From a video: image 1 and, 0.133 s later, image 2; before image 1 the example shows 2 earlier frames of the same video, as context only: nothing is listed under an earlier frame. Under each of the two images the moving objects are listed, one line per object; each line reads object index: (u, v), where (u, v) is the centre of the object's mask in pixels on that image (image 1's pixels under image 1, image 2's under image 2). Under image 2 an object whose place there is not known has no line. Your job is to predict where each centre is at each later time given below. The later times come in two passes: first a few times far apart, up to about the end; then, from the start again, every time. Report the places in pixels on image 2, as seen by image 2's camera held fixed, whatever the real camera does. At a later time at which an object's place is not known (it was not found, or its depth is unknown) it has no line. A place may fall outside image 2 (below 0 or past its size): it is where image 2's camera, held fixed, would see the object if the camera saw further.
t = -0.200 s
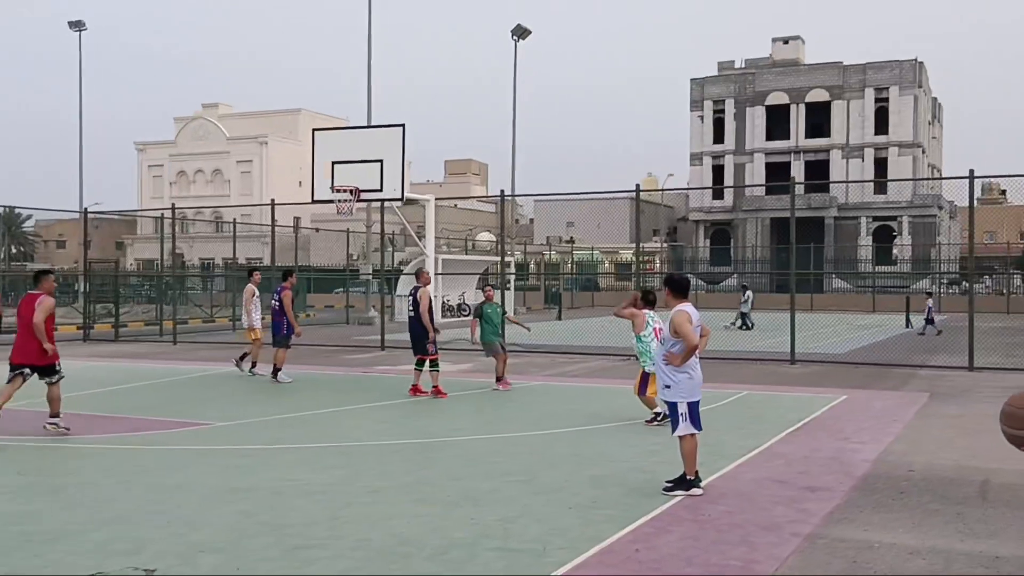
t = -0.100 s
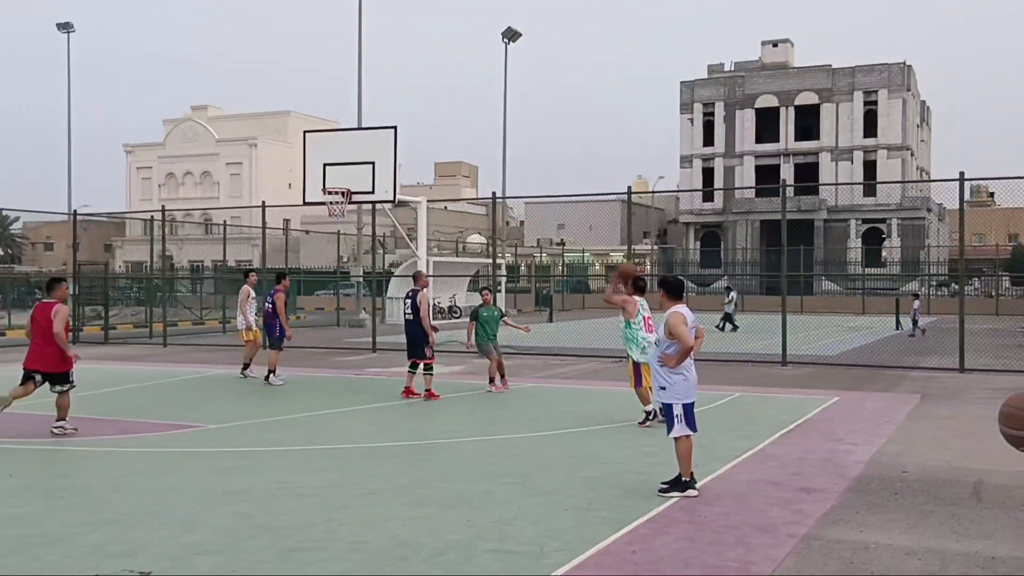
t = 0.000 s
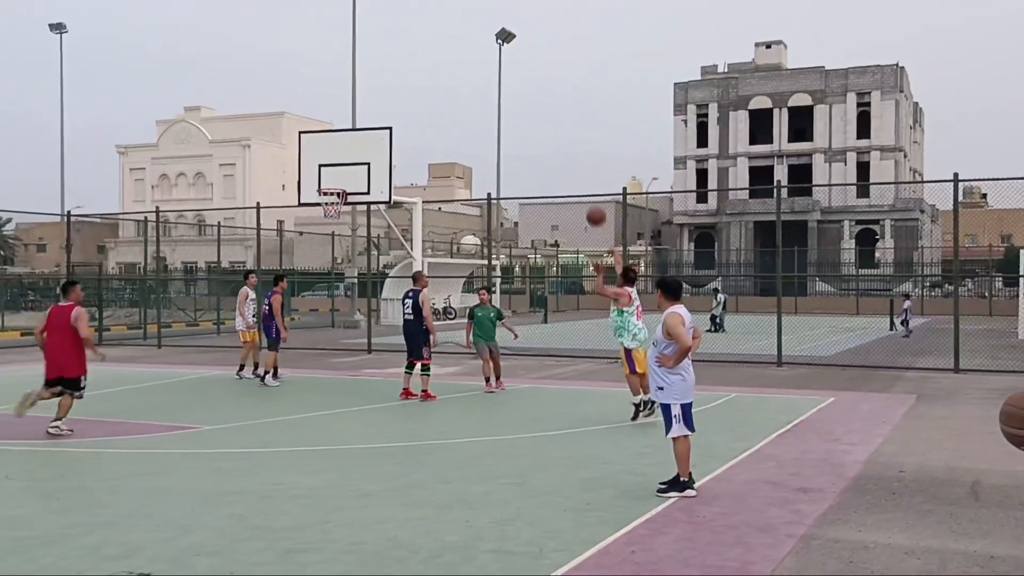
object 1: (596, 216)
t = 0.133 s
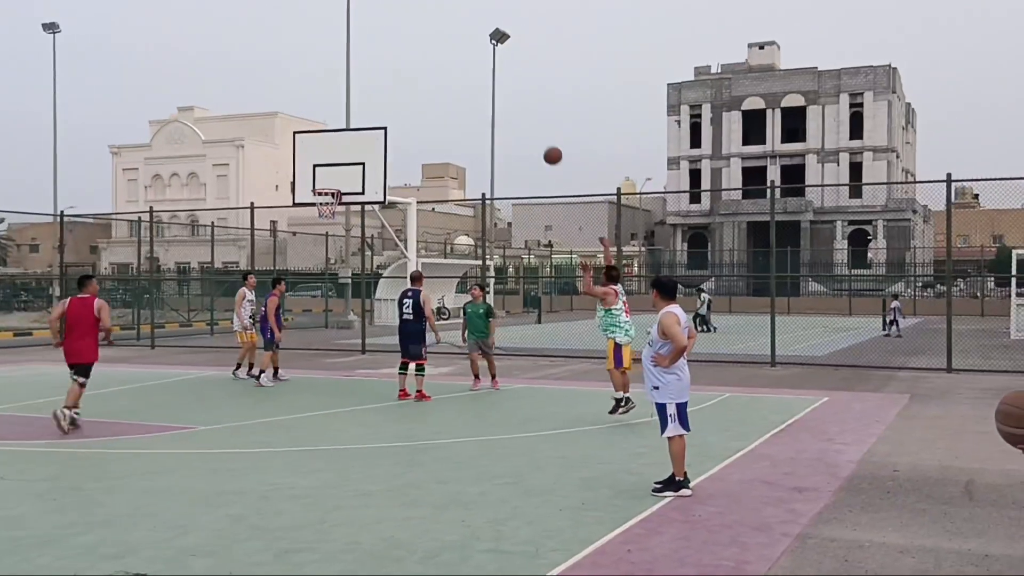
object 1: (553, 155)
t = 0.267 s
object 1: (518, 112)
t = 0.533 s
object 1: (454, 72)
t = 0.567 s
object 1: (447, 71)
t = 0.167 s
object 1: (543, 143)
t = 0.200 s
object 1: (534, 132)
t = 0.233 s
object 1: (526, 121)
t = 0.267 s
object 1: (518, 112)
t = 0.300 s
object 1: (509, 104)
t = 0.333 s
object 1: (501, 97)
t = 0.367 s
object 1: (493, 91)
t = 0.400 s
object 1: (485, 85)
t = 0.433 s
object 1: (477, 81)
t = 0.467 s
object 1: (469, 77)
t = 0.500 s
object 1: (462, 74)
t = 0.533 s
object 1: (454, 72)
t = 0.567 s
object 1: (447, 71)
